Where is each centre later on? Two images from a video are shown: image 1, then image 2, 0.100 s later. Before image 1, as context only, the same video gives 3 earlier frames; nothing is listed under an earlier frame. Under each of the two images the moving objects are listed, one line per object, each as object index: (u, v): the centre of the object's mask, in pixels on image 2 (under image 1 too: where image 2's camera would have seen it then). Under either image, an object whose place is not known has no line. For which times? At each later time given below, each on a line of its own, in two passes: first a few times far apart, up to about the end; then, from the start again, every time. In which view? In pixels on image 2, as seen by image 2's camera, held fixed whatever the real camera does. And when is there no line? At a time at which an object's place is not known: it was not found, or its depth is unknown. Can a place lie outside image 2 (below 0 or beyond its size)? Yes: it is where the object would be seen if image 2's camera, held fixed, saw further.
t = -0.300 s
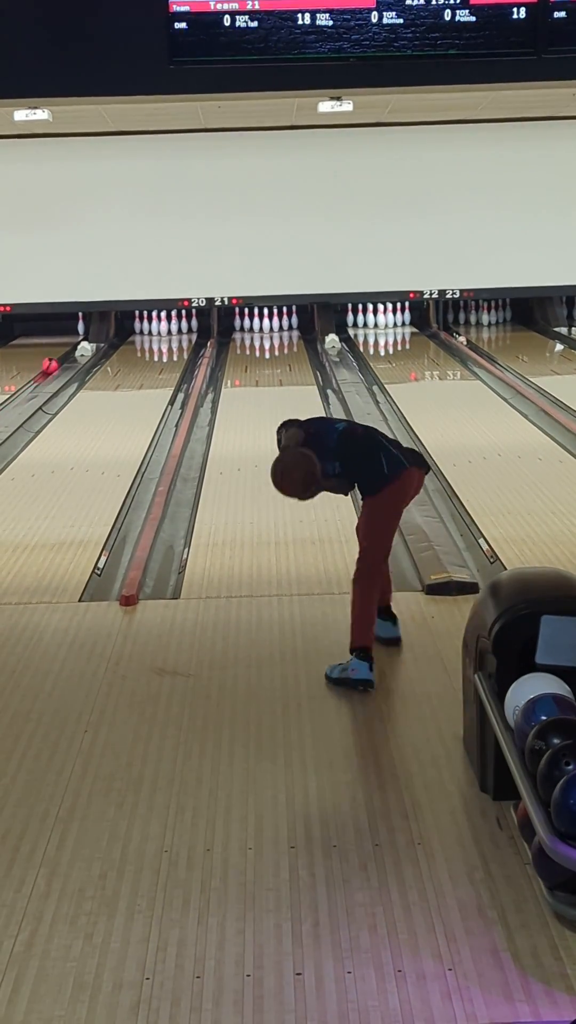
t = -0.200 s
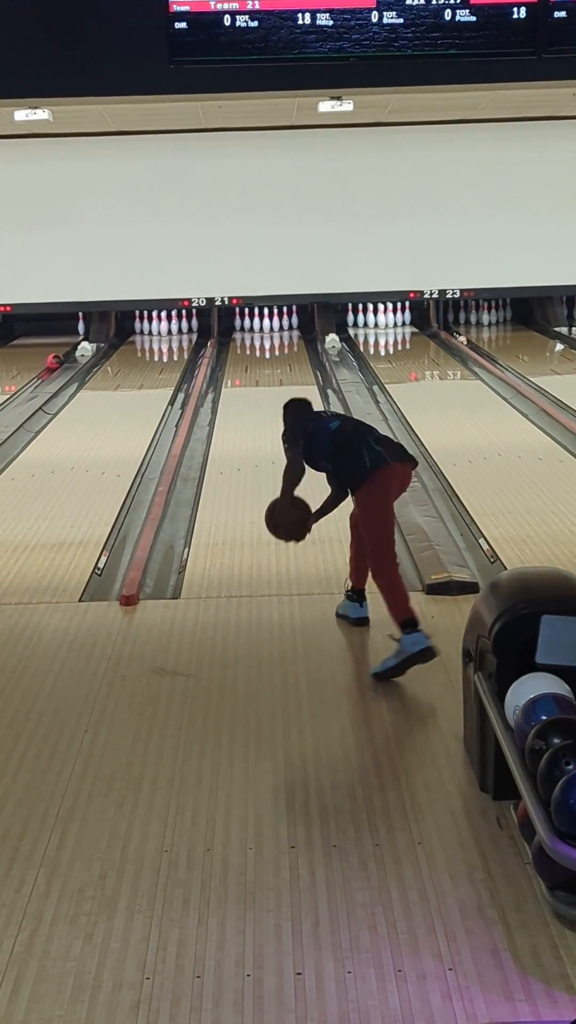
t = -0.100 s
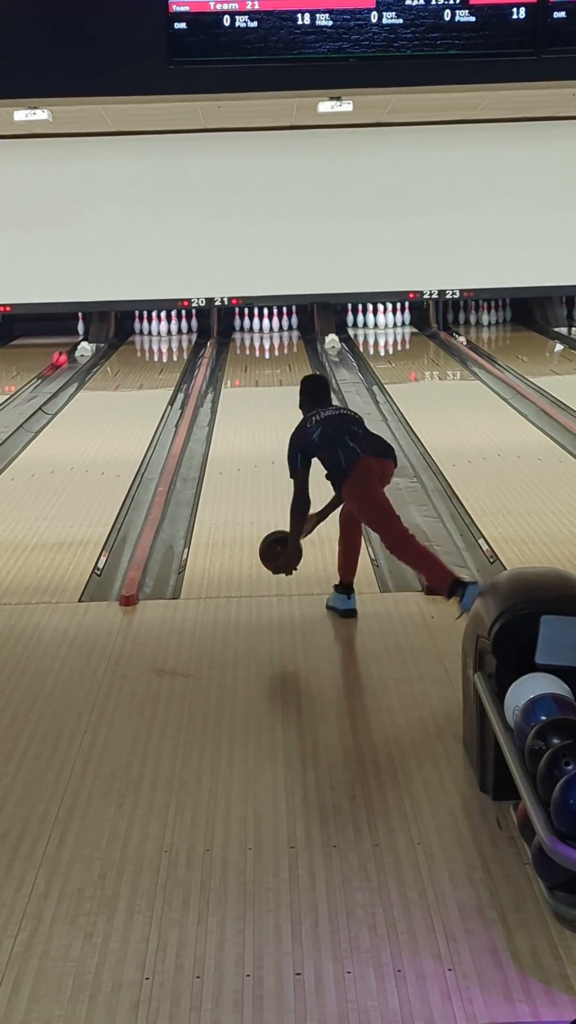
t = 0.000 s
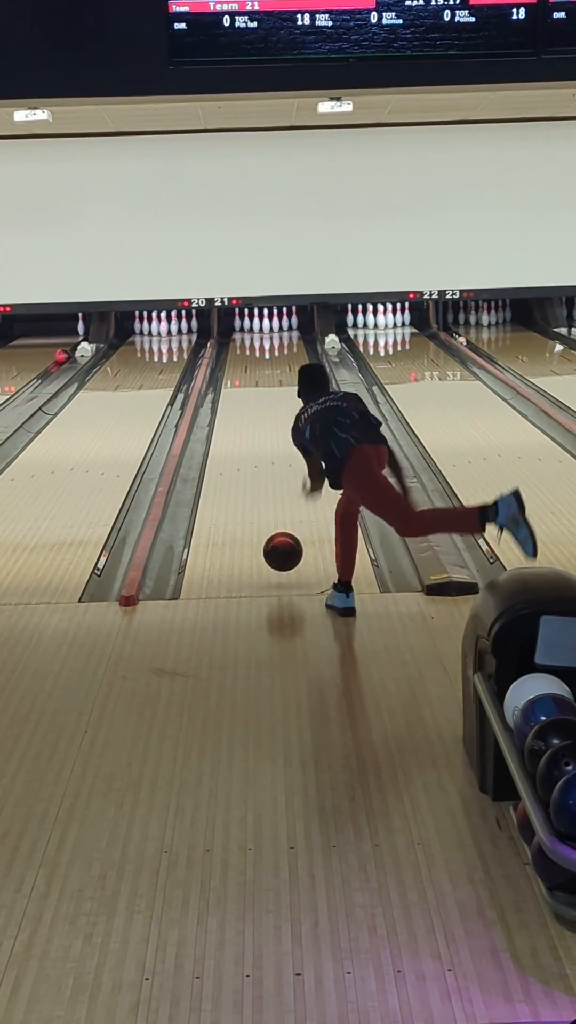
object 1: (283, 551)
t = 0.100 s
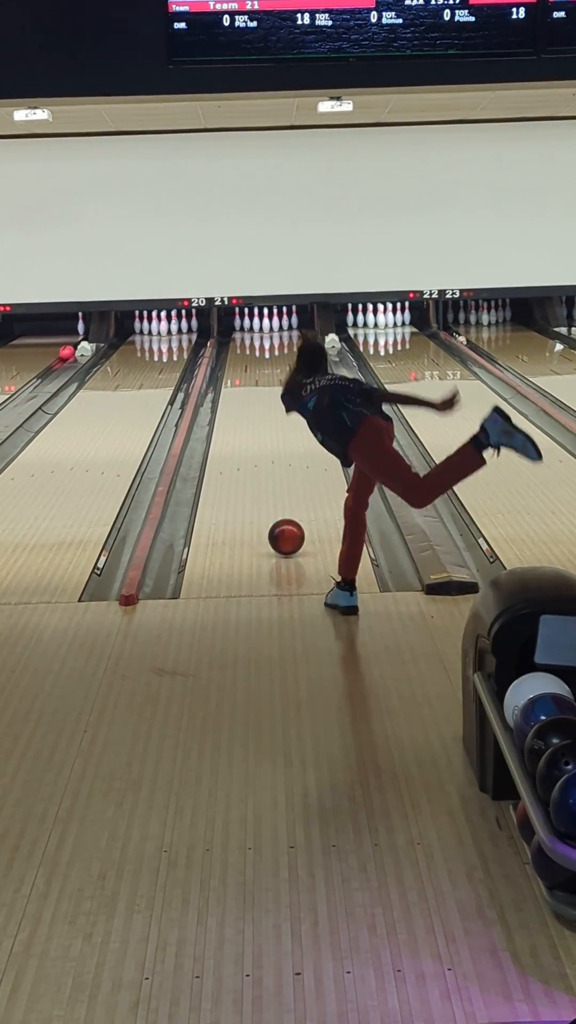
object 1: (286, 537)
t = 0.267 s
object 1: (291, 499)
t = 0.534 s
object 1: (295, 453)
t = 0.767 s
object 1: (297, 423)
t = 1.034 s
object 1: (298, 396)
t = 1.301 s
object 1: (297, 376)
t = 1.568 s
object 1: (293, 360)
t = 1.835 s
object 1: (288, 346)
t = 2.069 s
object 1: (281, 337)
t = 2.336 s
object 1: (270, 328)
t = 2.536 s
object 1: (262, 324)
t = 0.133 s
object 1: (287, 529)
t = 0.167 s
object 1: (288, 521)
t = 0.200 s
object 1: (289, 513)
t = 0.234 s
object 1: (290, 506)
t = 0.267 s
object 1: (291, 499)
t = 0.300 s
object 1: (291, 492)
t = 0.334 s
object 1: (292, 486)
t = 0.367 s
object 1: (293, 480)
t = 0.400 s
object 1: (293, 474)
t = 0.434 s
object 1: (294, 468)
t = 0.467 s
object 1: (294, 463)
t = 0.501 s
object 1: (295, 458)
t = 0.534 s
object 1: (295, 453)
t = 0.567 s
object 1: (296, 448)
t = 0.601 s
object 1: (296, 444)
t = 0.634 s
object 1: (296, 439)
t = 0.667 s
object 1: (297, 435)
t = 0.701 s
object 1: (297, 431)
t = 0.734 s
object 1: (297, 427)
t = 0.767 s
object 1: (297, 423)
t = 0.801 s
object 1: (298, 419)
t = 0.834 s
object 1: (298, 415)
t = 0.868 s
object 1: (298, 412)
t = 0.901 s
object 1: (298, 409)
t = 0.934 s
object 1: (298, 405)
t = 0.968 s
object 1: (298, 402)
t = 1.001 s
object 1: (298, 399)
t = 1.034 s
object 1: (298, 396)
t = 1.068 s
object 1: (298, 393)
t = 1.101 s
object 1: (298, 391)
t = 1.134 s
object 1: (298, 388)
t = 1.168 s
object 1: (298, 385)
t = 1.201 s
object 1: (298, 383)
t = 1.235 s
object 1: (297, 380)
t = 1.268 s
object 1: (297, 378)
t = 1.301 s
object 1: (297, 376)
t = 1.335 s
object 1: (296, 374)
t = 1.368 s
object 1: (296, 372)
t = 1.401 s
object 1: (296, 370)
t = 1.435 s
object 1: (295, 368)
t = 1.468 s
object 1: (295, 365)
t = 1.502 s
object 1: (295, 364)
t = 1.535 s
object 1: (294, 362)
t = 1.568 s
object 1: (293, 360)
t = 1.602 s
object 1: (293, 358)
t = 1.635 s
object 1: (292, 356)
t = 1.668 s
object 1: (292, 354)
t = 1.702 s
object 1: (291, 353)
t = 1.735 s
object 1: (290, 351)
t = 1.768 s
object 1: (290, 349)
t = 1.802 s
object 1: (289, 348)
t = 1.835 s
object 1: (288, 346)
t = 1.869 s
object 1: (287, 345)
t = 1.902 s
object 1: (286, 344)
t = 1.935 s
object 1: (285, 342)
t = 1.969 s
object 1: (284, 341)
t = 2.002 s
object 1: (283, 339)
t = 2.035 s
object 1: (282, 338)
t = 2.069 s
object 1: (281, 337)
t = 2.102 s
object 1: (279, 335)
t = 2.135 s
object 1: (278, 334)
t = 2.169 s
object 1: (277, 333)
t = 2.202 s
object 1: (276, 332)
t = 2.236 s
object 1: (275, 331)
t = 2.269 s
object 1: (273, 330)
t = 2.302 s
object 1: (271, 329)
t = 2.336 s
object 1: (270, 328)
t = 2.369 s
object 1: (268, 327)
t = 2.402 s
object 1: (267, 326)
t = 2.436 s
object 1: (268, 326)
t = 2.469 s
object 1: (266, 325)
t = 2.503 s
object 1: (263, 325)
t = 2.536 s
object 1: (262, 324)
